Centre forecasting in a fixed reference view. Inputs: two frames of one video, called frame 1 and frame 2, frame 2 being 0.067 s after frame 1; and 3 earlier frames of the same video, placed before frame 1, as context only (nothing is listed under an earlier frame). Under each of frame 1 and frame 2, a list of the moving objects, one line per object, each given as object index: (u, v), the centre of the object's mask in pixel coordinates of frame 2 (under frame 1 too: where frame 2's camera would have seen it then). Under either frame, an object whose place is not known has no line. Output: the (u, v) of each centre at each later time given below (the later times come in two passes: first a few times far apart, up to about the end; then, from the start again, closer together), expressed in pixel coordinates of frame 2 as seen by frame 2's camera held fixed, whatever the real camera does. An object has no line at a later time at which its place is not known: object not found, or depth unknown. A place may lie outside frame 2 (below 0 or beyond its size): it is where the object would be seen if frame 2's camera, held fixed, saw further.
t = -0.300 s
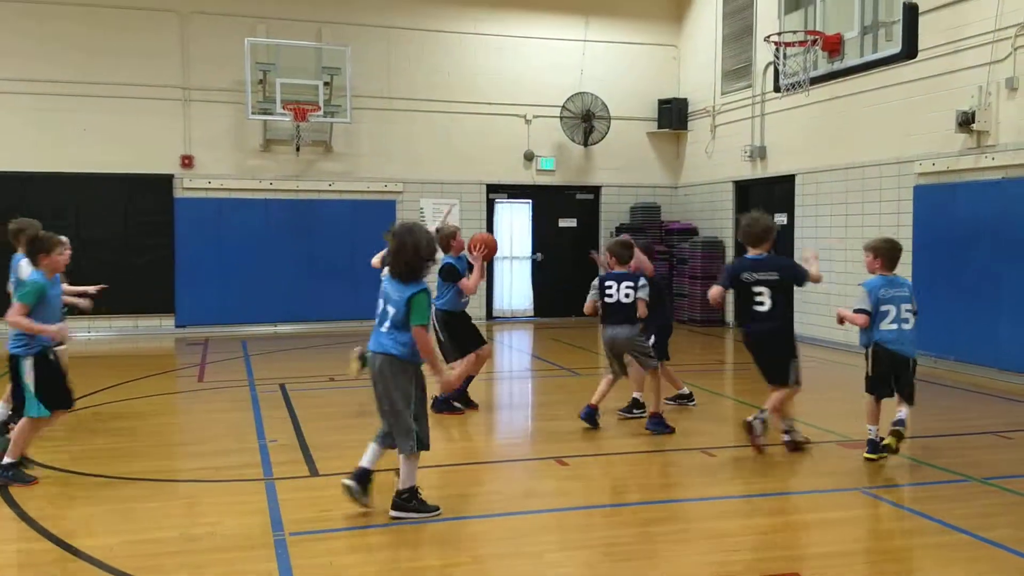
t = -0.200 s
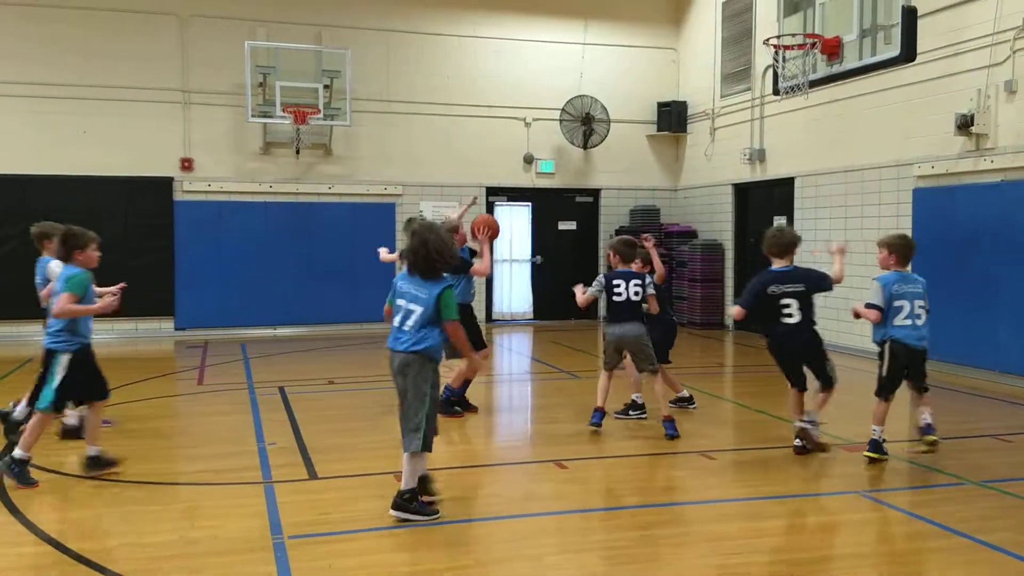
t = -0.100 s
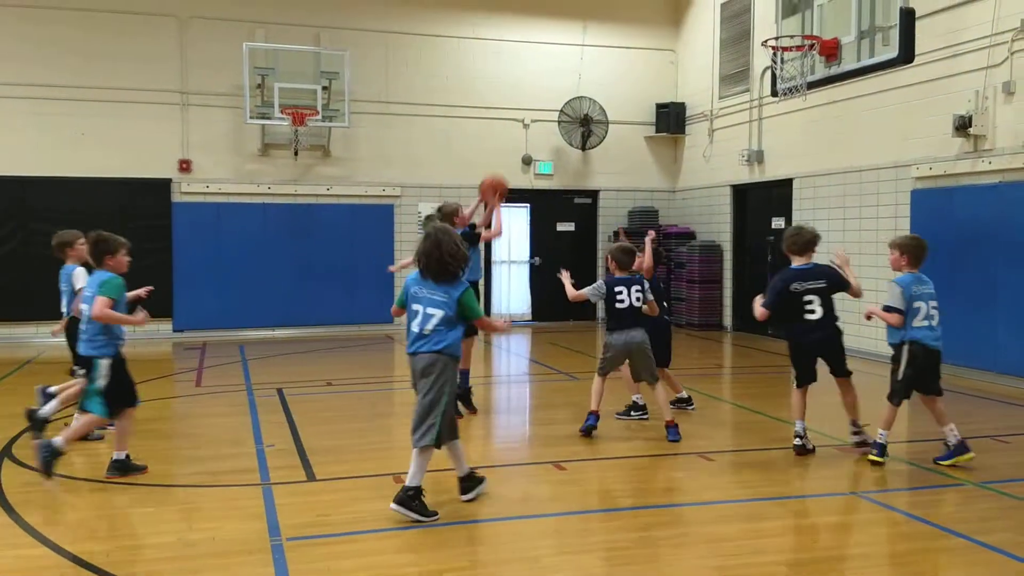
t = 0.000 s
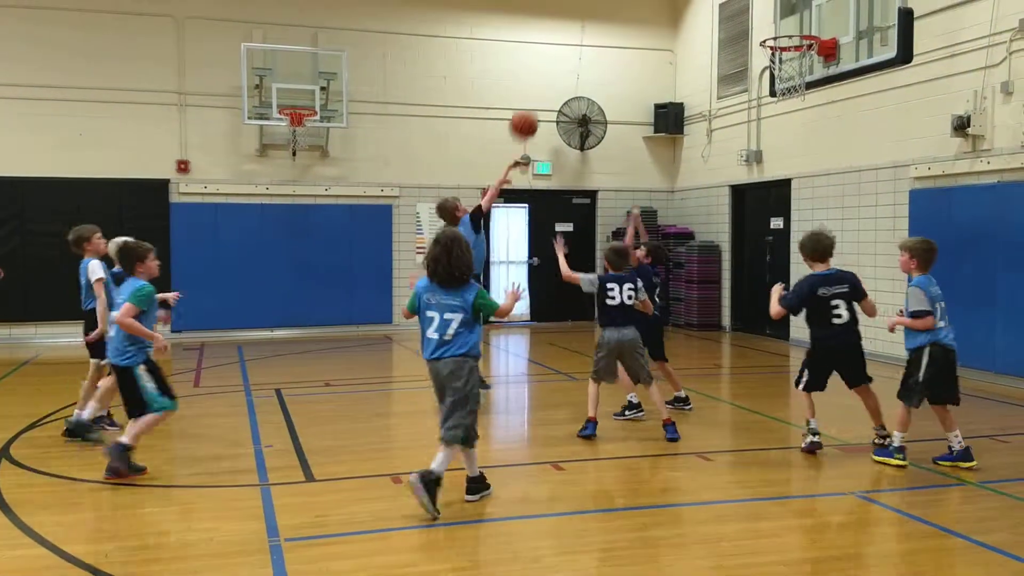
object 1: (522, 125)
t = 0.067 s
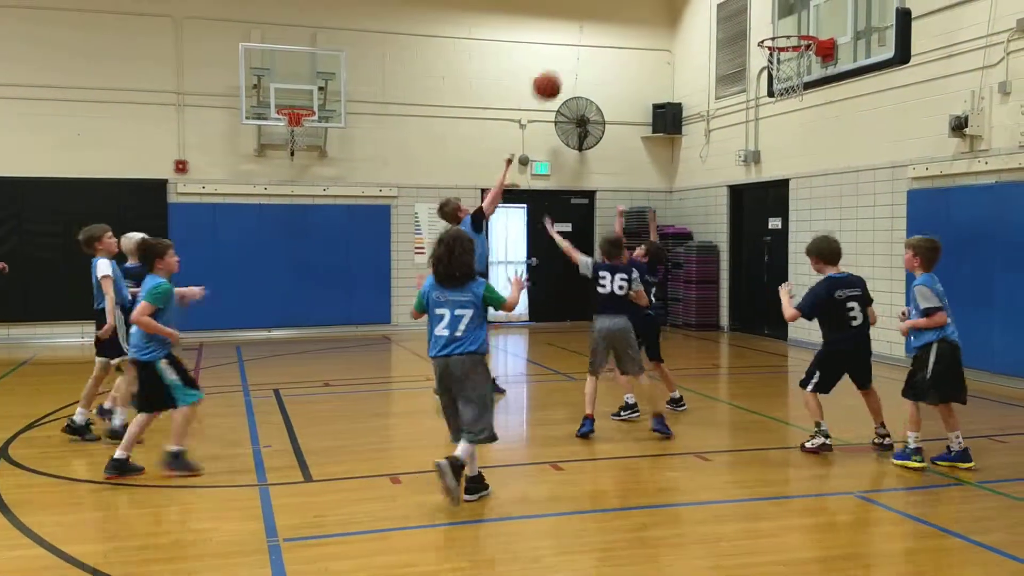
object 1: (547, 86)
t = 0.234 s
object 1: (607, 14)
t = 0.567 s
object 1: (718, -11)
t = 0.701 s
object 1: (762, -2)
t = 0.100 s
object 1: (559, 69)
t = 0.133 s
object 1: (571, 53)
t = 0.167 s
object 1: (584, 38)
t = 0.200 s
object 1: (596, 25)
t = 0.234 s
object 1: (607, 14)
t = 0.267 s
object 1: (618, 8)
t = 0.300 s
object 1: (631, 5)
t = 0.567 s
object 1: (718, -11)
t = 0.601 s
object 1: (730, -10)
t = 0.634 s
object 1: (741, -10)
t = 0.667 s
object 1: (752, -8)
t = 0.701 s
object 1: (762, -2)
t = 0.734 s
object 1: (772, 8)
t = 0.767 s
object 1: (782, 17)
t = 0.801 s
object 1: (792, 27)
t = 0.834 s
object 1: (798, 33)
